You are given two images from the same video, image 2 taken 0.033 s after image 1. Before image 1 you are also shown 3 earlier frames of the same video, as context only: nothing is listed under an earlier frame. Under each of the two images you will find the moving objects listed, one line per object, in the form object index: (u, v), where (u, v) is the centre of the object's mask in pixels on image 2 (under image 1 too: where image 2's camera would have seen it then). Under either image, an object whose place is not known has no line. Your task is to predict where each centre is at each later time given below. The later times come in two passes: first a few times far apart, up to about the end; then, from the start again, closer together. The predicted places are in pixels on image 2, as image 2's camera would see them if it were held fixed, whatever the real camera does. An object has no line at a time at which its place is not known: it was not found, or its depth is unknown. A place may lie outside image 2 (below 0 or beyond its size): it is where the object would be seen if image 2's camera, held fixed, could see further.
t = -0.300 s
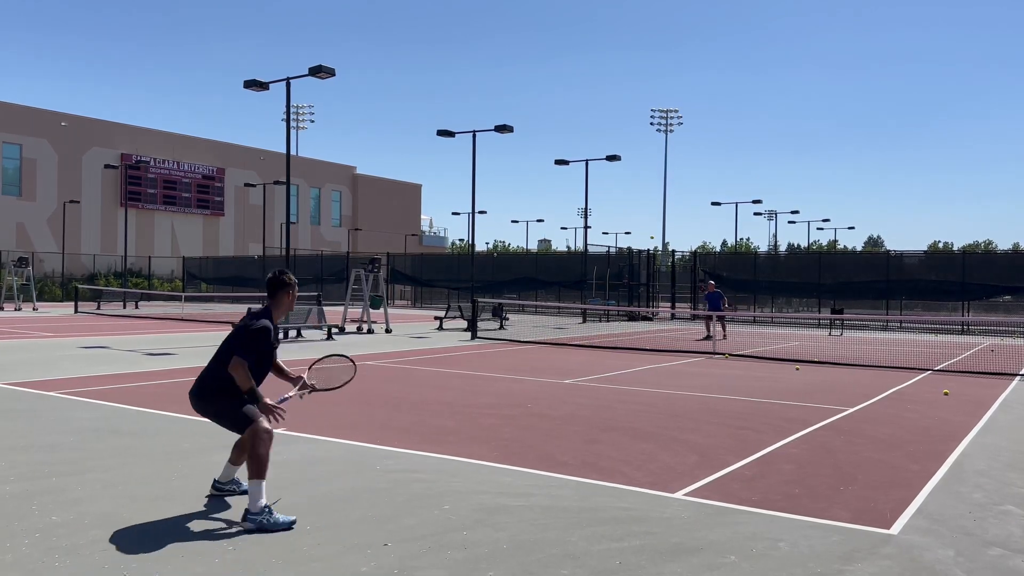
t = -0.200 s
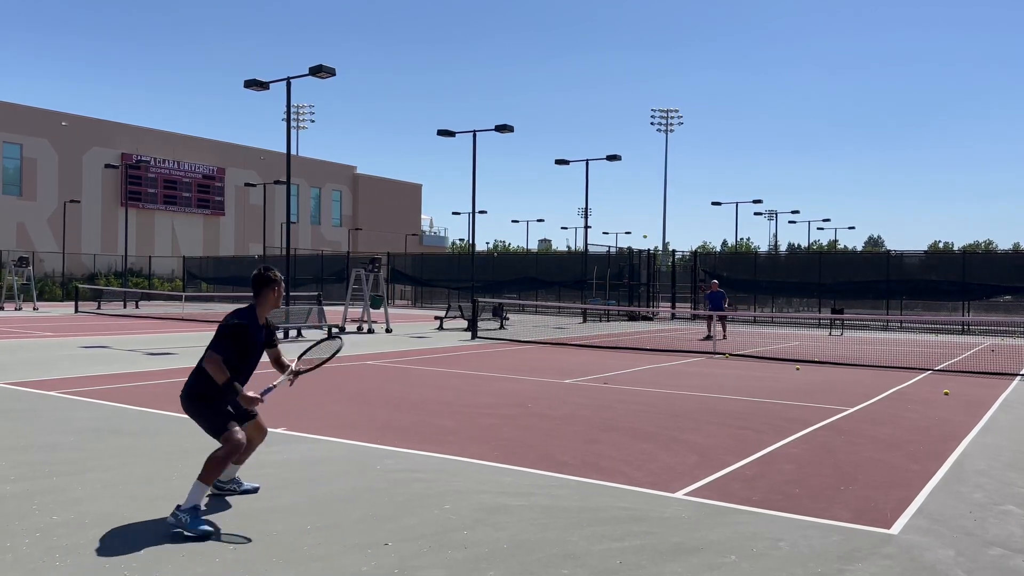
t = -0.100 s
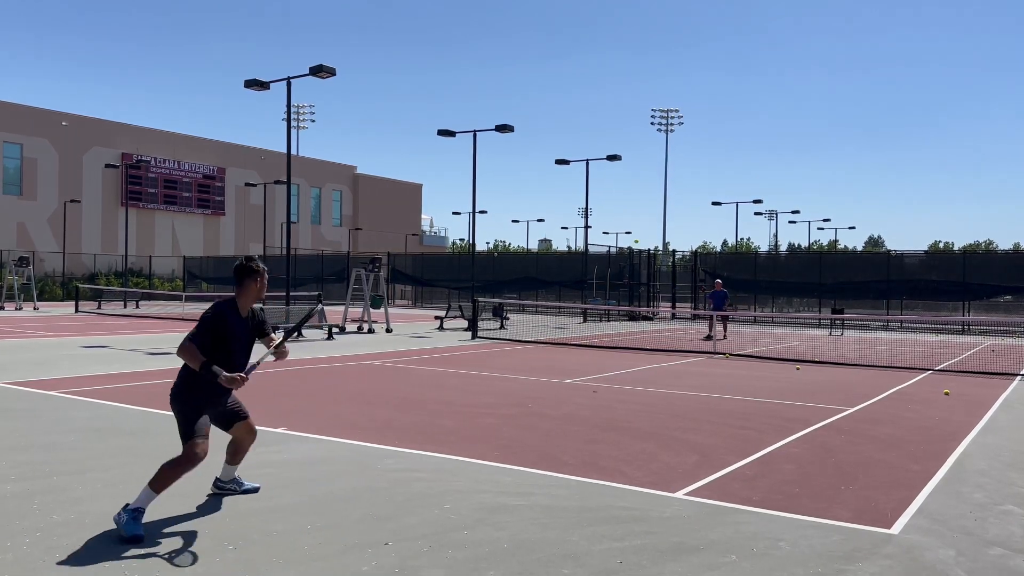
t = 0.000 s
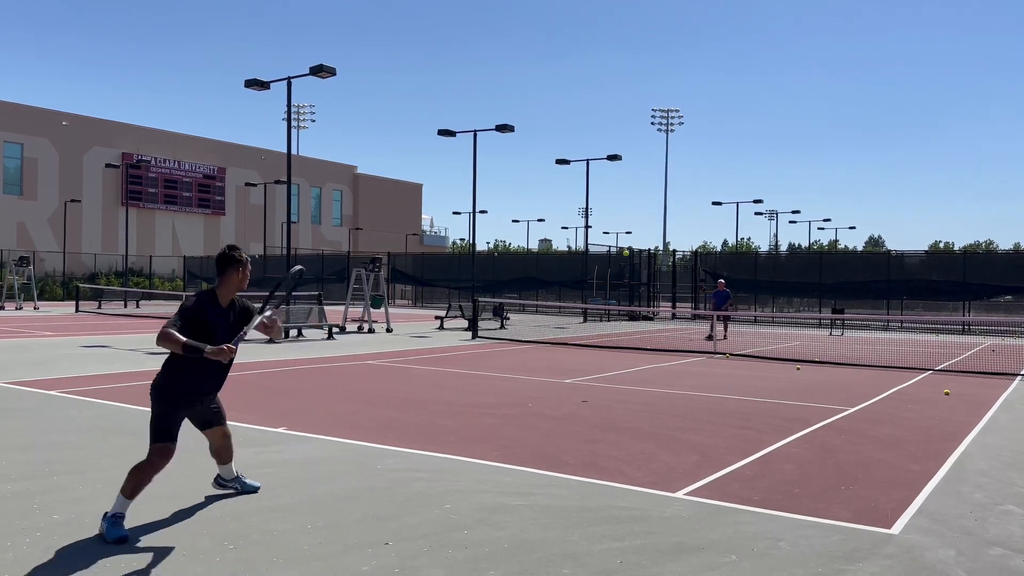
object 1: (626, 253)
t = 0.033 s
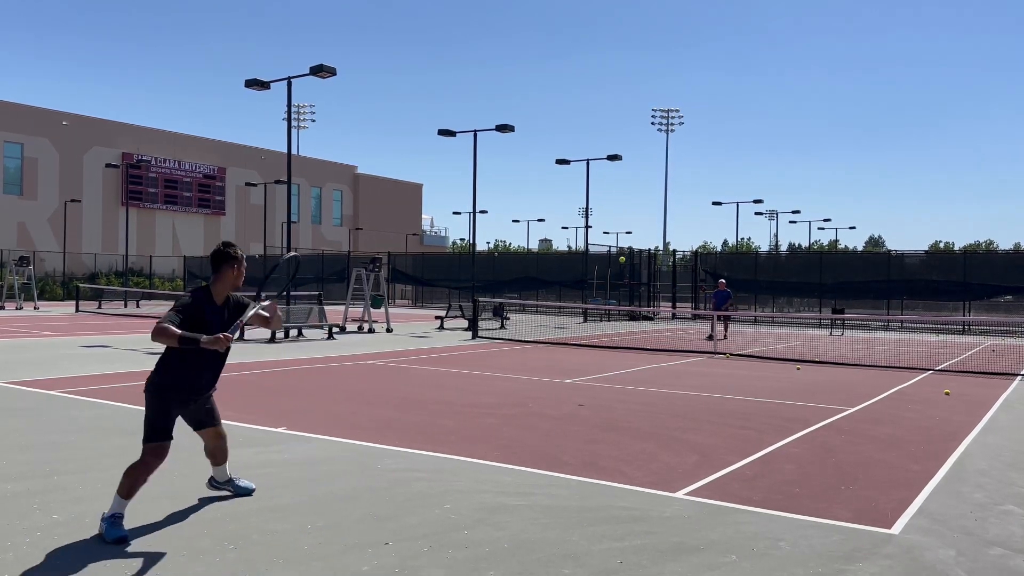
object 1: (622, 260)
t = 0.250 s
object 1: (587, 336)
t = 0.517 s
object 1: (533, 414)
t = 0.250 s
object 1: (587, 336)
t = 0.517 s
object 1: (533, 414)
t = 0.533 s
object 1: (530, 406)
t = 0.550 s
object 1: (528, 400)
